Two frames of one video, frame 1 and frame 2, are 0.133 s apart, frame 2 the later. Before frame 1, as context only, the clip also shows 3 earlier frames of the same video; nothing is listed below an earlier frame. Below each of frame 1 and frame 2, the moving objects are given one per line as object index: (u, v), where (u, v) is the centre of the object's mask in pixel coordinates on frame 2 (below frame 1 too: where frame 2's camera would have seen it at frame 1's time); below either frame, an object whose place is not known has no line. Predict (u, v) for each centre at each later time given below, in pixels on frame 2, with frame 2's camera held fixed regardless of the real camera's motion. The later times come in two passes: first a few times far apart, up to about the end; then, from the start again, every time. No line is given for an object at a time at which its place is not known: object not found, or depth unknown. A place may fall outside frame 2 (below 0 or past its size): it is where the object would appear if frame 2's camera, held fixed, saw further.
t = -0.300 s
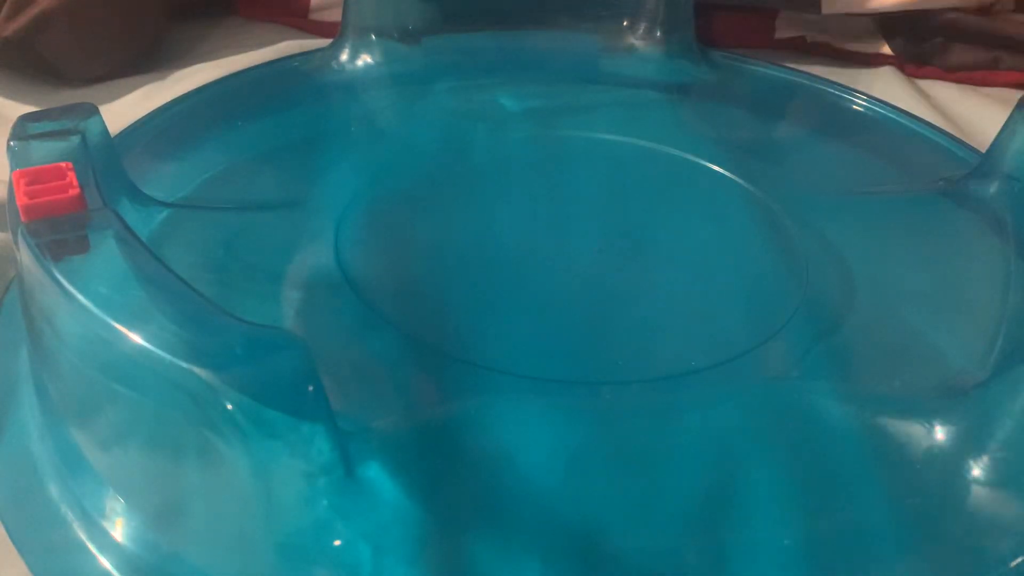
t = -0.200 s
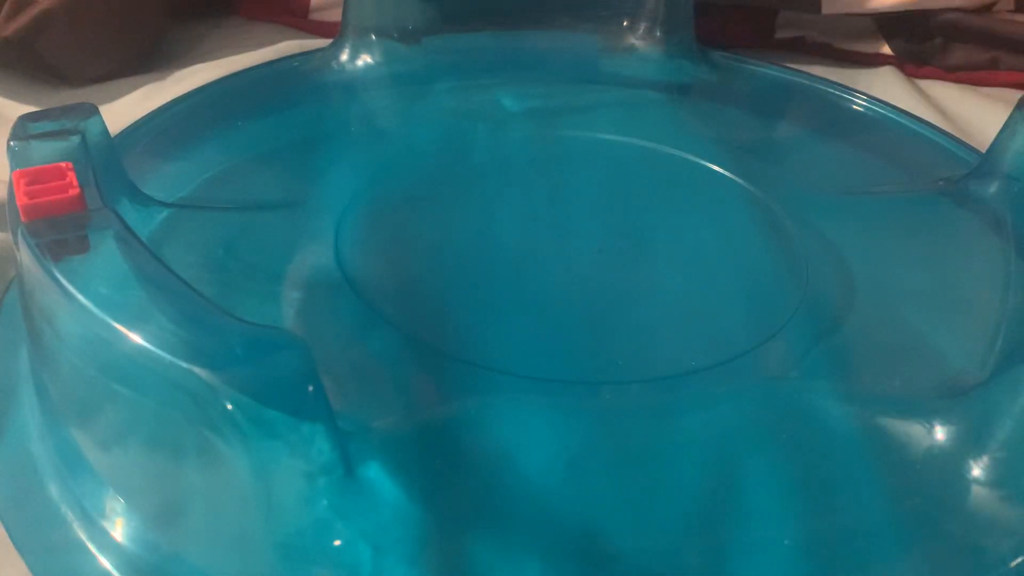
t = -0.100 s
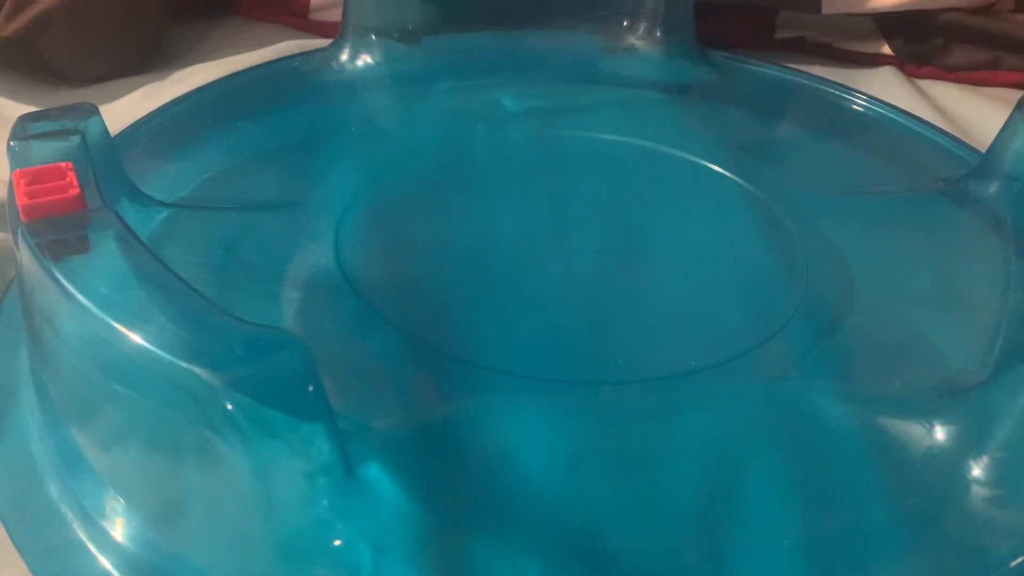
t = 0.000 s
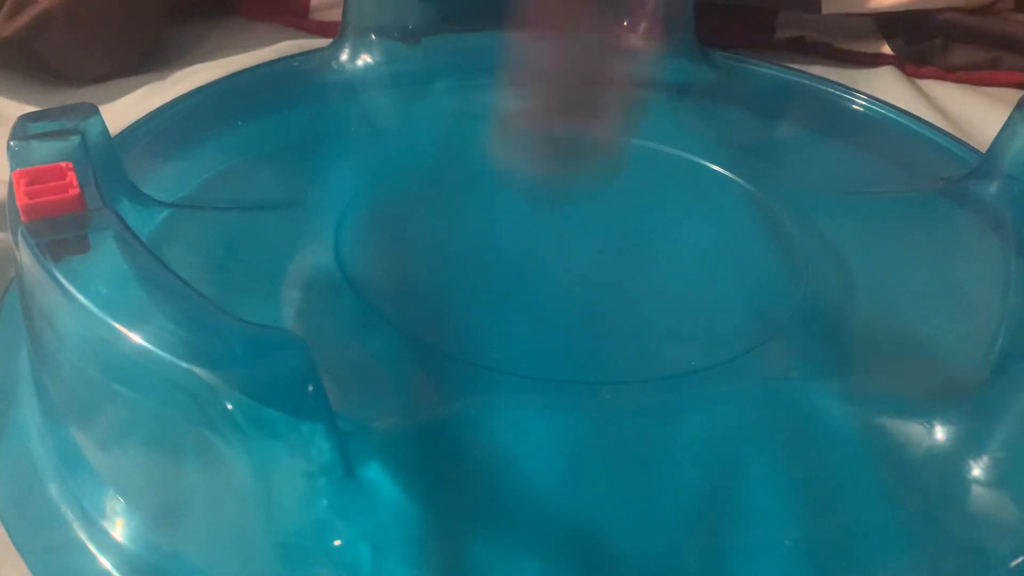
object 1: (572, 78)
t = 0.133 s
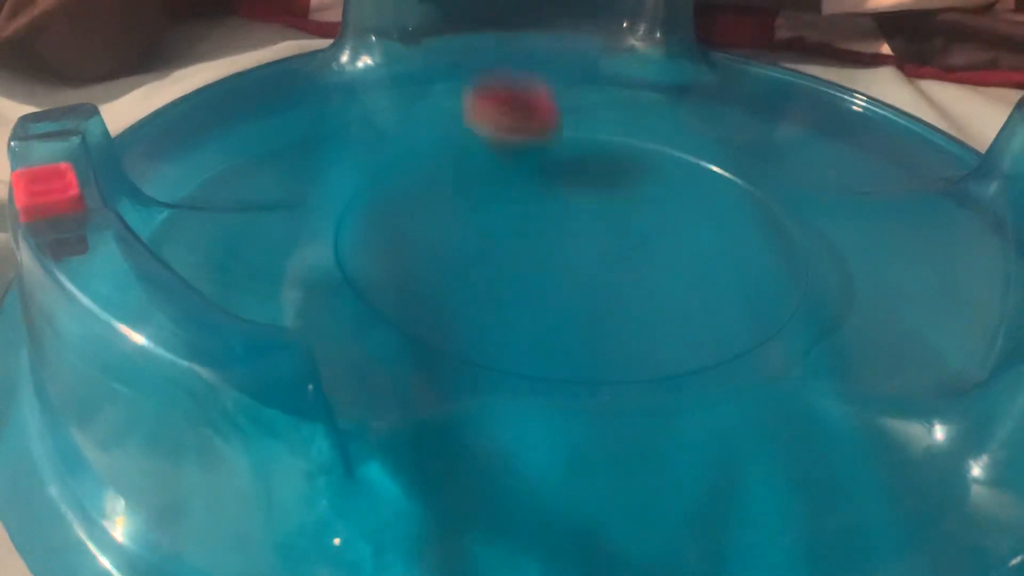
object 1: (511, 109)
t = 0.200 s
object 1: (504, 42)
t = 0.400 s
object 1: (460, 48)
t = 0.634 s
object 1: (379, 118)
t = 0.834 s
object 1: (418, 205)
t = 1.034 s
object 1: (567, 230)
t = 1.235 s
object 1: (621, 175)
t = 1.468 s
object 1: (564, 145)
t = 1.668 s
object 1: (522, 171)
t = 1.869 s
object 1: (555, 213)
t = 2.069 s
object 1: (621, 223)
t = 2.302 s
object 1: (647, 208)
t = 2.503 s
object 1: (620, 206)
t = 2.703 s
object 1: (599, 220)
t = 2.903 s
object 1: (599, 237)
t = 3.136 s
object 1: (608, 250)
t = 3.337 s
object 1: (607, 249)
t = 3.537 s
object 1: (585, 250)
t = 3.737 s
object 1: (564, 252)
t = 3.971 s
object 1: (562, 252)
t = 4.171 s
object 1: (551, 249)
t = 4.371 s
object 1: (521, 243)
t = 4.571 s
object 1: (493, 241)
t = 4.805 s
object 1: (489, 238)
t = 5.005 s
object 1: (493, 232)
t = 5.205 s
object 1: (492, 221)
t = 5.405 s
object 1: (485, 213)
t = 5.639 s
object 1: (485, 209)
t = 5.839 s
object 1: (494, 206)
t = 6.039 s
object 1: (509, 205)
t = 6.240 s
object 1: (523, 207)
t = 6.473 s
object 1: (546, 199)
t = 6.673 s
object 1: (558, 191)
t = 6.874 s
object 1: (556, 184)
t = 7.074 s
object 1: (548, 189)
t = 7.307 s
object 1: (698, 199)
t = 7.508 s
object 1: (673, 177)
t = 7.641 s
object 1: (618, 174)
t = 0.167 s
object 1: (508, 71)
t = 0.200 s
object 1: (504, 42)
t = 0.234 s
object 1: (501, 22)
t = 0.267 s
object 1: (498, 20)
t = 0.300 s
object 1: (490, 30)
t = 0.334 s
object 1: (482, 36)
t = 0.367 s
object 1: (472, 43)
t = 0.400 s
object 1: (460, 48)
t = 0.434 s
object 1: (448, 56)
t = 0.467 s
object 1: (435, 66)
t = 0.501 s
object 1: (421, 76)
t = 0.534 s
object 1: (409, 87)
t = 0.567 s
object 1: (396, 98)
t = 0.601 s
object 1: (386, 106)
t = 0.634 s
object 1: (379, 118)
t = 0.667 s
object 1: (375, 130)
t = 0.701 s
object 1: (373, 143)
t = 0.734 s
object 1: (376, 161)
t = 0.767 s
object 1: (386, 178)
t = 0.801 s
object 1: (400, 193)
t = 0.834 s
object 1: (418, 205)
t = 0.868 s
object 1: (439, 216)
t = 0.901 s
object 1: (463, 225)
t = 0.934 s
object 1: (490, 231)
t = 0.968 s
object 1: (517, 234)
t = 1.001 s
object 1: (543, 233)
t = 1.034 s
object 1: (567, 230)
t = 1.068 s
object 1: (588, 223)
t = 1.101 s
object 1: (606, 215)
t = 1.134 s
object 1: (616, 205)
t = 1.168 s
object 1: (622, 195)
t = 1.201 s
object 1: (623, 185)
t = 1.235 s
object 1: (621, 175)
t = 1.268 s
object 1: (618, 167)
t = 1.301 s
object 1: (612, 160)
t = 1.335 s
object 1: (604, 154)
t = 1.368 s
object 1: (595, 150)
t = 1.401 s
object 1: (585, 147)
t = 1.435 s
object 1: (575, 145)
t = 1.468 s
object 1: (564, 145)
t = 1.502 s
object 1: (554, 147)
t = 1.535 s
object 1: (545, 149)
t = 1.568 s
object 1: (537, 152)
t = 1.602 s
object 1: (531, 159)
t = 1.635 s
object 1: (525, 164)
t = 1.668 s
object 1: (522, 171)
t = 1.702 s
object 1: (522, 178)
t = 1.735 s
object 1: (524, 186)
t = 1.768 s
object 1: (529, 193)
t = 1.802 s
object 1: (536, 201)
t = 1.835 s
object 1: (545, 207)
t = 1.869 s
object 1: (555, 213)
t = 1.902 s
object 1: (567, 217)
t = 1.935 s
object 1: (577, 221)
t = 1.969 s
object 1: (589, 222)
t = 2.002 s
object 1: (600, 223)
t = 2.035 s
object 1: (610, 224)
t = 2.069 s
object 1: (621, 223)
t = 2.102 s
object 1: (630, 222)
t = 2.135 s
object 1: (637, 220)
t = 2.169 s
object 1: (643, 218)
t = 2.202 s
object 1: (647, 215)
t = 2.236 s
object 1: (649, 213)
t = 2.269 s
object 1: (649, 210)
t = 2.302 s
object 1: (647, 208)
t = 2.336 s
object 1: (645, 207)
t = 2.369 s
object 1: (641, 206)
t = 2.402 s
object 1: (637, 205)
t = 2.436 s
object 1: (631, 205)
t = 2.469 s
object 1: (626, 205)
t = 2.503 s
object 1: (620, 206)
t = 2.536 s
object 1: (616, 208)
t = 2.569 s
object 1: (612, 210)
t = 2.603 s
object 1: (607, 213)
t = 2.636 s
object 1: (604, 215)
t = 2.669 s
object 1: (600, 218)
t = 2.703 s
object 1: (599, 220)
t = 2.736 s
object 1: (598, 223)
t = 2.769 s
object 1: (596, 225)
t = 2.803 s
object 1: (595, 228)
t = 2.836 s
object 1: (595, 231)
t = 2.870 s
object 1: (597, 234)
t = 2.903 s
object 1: (599, 237)
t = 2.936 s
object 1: (600, 240)
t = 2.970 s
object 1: (601, 242)
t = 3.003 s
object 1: (603, 244)
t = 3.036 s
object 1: (604, 246)
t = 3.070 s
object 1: (606, 247)
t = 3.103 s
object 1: (607, 249)
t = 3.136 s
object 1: (608, 250)
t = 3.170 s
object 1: (609, 250)
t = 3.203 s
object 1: (609, 250)
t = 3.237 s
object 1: (609, 250)
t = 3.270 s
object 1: (609, 249)
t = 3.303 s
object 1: (608, 249)
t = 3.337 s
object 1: (607, 249)
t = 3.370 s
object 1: (602, 248)
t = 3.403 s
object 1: (599, 248)
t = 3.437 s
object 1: (596, 248)
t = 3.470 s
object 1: (592, 249)
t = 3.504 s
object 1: (589, 249)
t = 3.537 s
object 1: (585, 250)
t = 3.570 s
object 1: (582, 250)
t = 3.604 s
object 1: (578, 250)
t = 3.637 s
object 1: (575, 250)
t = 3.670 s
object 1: (571, 251)
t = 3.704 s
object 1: (568, 251)
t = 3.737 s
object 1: (564, 252)
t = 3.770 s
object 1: (561, 253)
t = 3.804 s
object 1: (559, 253)
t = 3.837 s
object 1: (560, 253)
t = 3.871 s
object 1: (560, 253)
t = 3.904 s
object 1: (560, 253)
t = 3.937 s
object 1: (562, 253)
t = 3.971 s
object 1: (562, 252)
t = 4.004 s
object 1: (562, 252)
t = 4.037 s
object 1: (562, 252)
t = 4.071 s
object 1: (559, 251)
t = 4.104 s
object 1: (557, 251)
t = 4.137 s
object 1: (554, 250)
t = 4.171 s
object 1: (551, 249)
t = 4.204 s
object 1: (549, 249)
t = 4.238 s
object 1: (545, 248)
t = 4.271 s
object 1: (540, 246)
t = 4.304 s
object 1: (534, 245)
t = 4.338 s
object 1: (527, 244)
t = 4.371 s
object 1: (521, 243)
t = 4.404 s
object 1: (516, 242)
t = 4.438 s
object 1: (510, 242)
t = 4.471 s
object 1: (506, 242)
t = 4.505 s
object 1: (501, 241)
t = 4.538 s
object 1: (497, 241)
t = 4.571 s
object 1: (493, 241)
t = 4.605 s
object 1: (490, 240)
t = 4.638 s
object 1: (489, 240)
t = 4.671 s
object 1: (489, 239)
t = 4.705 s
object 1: (488, 239)
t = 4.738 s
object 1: (488, 239)
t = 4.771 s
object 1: (488, 239)
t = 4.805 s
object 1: (489, 238)
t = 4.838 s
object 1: (490, 238)
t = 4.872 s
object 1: (491, 238)
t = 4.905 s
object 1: (492, 237)
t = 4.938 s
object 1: (493, 236)
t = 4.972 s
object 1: (493, 234)
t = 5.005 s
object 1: (493, 232)
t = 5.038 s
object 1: (494, 231)
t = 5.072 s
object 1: (494, 229)
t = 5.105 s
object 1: (494, 227)
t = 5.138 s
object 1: (494, 225)
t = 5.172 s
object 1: (493, 222)
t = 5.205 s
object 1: (492, 221)
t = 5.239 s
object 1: (491, 219)
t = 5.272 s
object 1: (490, 219)
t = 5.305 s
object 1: (488, 217)
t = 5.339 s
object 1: (487, 216)
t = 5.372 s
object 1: (486, 214)
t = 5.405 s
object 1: (485, 213)
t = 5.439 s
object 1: (484, 213)
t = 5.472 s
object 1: (484, 212)
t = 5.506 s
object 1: (484, 211)
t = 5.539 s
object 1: (484, 211)
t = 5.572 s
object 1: (484, 210)
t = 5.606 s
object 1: (485, 210)
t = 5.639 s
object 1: (485, 209)
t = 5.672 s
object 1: (486, 209)
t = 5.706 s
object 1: (487, 209)
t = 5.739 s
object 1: (488, 208)
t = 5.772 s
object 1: (490, 208)
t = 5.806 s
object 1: (492, 207)
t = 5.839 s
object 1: (494, 206)
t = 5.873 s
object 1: (497, 205)
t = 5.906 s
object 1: (499, 205)
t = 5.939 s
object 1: (501, 206)
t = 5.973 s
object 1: (504, 205)
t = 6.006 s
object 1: (506, 205)
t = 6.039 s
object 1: (509, 205)
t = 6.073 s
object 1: (512, 205)
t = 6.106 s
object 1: (514, 204)
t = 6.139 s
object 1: (517, 204)
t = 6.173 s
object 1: (520, 203)
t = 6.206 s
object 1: (522, 203)
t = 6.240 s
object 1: (523, 207)
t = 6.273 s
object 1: (529, 200)
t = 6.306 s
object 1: (534, 199)
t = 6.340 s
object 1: (538, 198)
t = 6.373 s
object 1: (540, 199)
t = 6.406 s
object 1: (541, 200)
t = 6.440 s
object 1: (542, 200)
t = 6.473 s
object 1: (546, 199)
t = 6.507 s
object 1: (549, 198)
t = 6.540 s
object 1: (553, 196)
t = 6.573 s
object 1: (555, 195)
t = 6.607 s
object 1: (556, 194)
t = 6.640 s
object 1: (557, 193)
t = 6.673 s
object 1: (558, 191)
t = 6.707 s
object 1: (559, 189)
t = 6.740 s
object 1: (560, 187)
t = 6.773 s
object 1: (560, 187)
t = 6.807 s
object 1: (559, 186)
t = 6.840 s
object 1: (559, 184)
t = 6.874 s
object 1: (556, 184)
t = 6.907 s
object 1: (553, 184)
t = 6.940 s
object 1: (552, 184)
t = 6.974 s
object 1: (550, 186)
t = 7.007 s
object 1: (548, 187)
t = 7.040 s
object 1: (547, 188)
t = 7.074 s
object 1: (548, 189)
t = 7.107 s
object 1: (549, 192)
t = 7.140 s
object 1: (550, 194)
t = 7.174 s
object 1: (573, 195)
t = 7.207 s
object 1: (610, 198)
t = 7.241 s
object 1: (646, 199)
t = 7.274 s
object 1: (676, 198)
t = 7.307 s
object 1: (698, 199)
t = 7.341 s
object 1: (710, 196)
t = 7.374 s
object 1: (713, 192)
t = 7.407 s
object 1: (709, 187)
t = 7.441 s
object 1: (700, 184)
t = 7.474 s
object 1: (688, 180)
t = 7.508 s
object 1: (673, 177)
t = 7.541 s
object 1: (658, 175)
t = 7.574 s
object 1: (643, 174)
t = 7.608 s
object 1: (630, 174)
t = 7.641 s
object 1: (618, 174)
